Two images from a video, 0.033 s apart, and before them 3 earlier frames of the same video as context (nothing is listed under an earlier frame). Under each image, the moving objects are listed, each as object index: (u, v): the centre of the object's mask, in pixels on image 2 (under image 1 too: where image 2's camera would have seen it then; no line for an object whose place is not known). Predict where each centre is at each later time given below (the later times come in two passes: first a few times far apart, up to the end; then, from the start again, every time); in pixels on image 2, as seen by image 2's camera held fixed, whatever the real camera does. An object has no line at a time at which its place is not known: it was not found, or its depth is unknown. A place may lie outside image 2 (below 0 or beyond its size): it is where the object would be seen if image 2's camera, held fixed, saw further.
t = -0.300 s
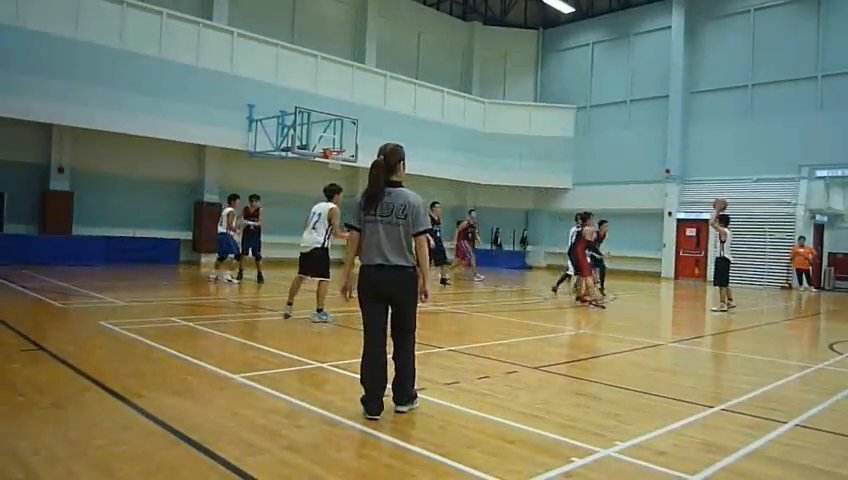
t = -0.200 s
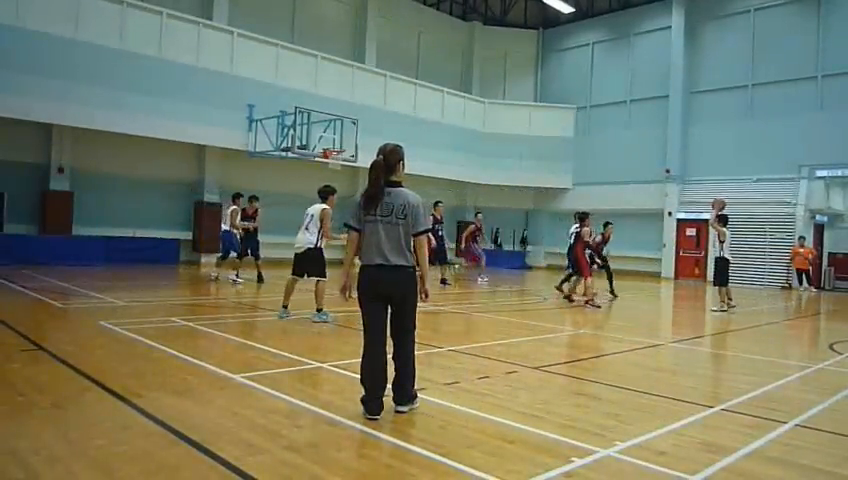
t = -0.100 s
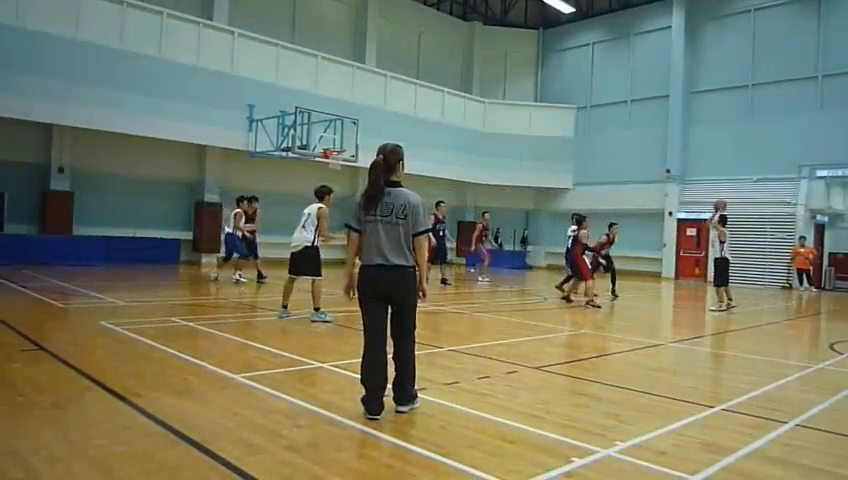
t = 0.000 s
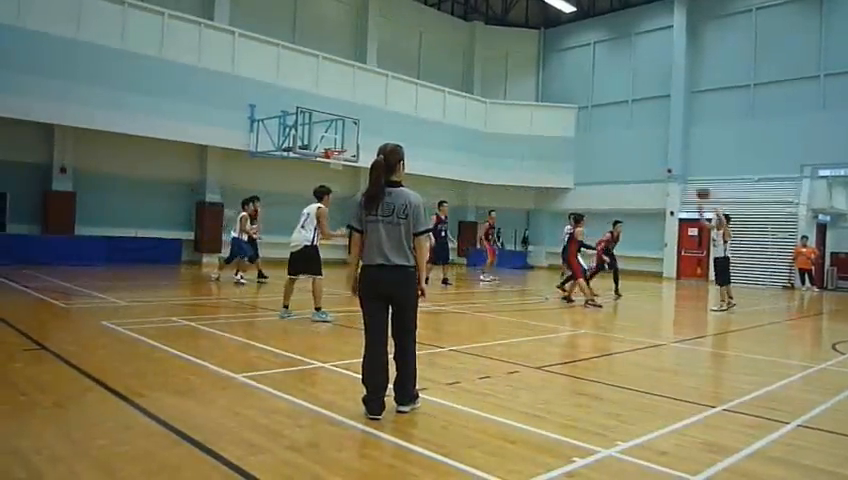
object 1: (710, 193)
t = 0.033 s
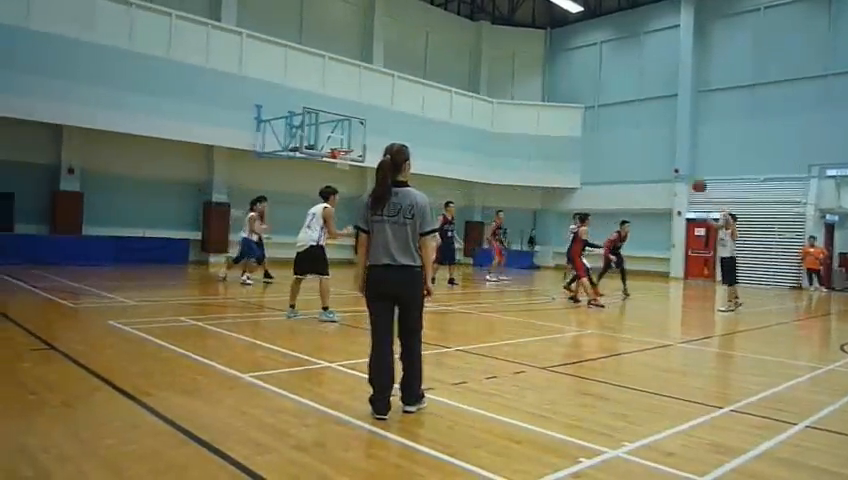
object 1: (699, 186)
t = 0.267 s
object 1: (614, 146)
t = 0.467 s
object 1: (527, 135)
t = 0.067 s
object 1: (687, 179)
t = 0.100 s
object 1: (676, 173)
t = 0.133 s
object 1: (664, 167)
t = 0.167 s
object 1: (652, 160)
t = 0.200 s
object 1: (640, 155)
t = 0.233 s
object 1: (627, 150)
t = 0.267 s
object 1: (614, 146)
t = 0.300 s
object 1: (601, 143)
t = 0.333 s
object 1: (587, 140)
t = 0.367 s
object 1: (572, 137)
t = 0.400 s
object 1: (558, 136)
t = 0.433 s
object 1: (542, 135)
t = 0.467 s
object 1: (527, 135)
